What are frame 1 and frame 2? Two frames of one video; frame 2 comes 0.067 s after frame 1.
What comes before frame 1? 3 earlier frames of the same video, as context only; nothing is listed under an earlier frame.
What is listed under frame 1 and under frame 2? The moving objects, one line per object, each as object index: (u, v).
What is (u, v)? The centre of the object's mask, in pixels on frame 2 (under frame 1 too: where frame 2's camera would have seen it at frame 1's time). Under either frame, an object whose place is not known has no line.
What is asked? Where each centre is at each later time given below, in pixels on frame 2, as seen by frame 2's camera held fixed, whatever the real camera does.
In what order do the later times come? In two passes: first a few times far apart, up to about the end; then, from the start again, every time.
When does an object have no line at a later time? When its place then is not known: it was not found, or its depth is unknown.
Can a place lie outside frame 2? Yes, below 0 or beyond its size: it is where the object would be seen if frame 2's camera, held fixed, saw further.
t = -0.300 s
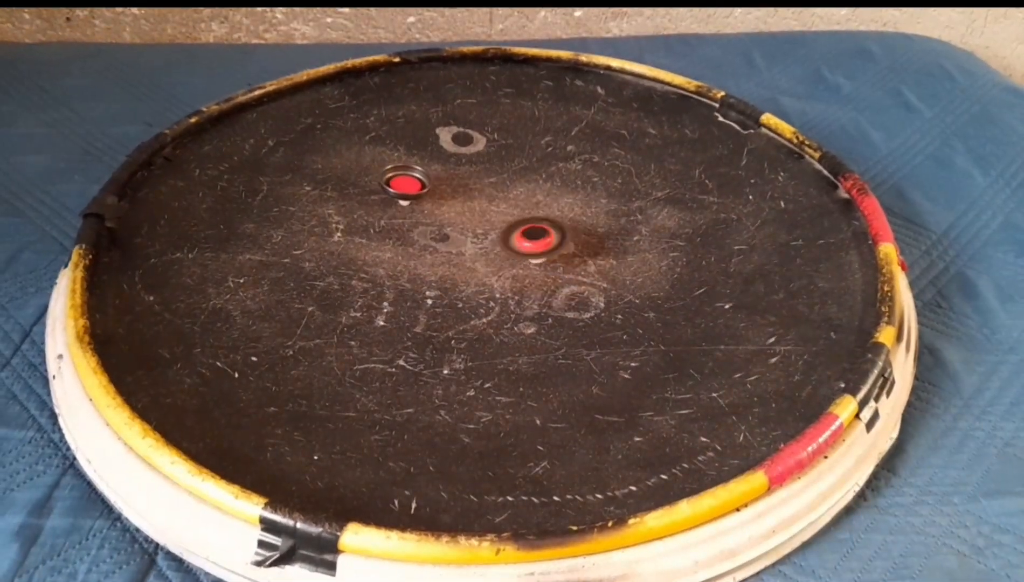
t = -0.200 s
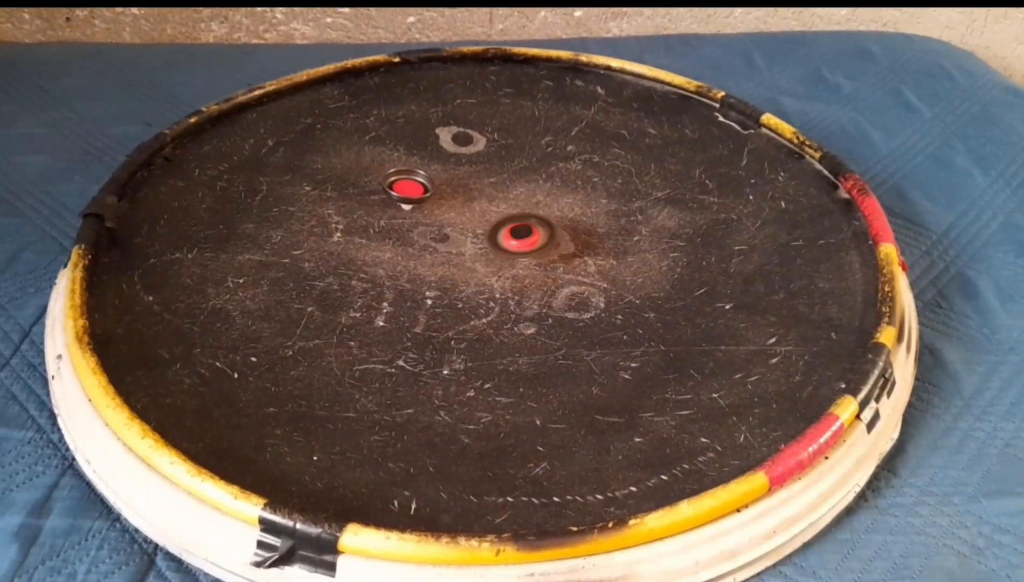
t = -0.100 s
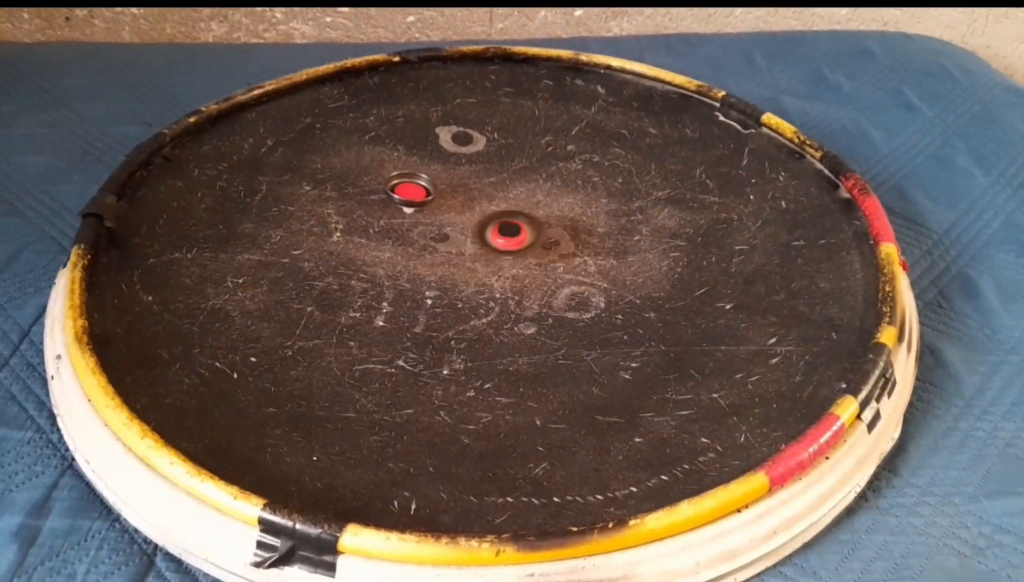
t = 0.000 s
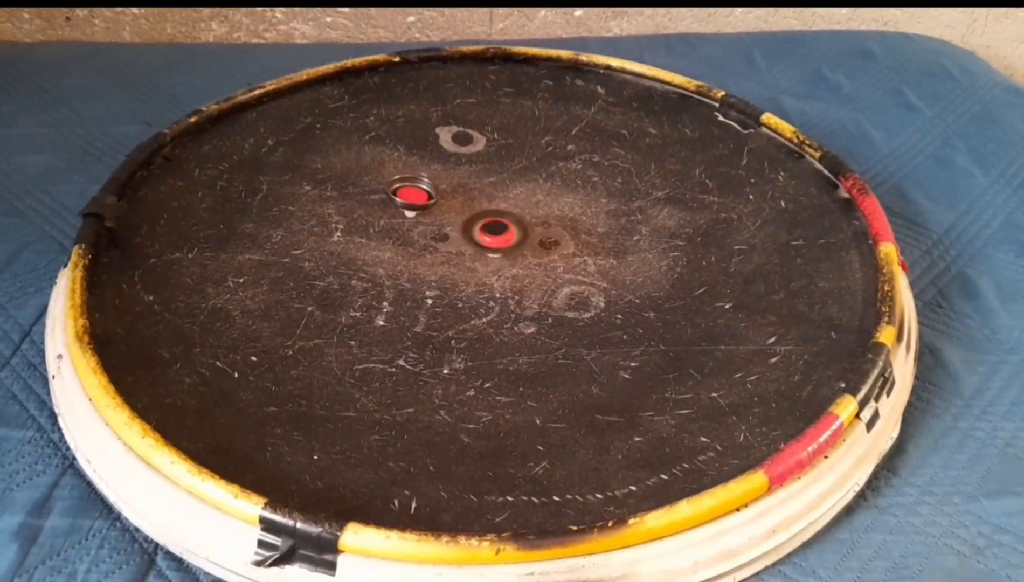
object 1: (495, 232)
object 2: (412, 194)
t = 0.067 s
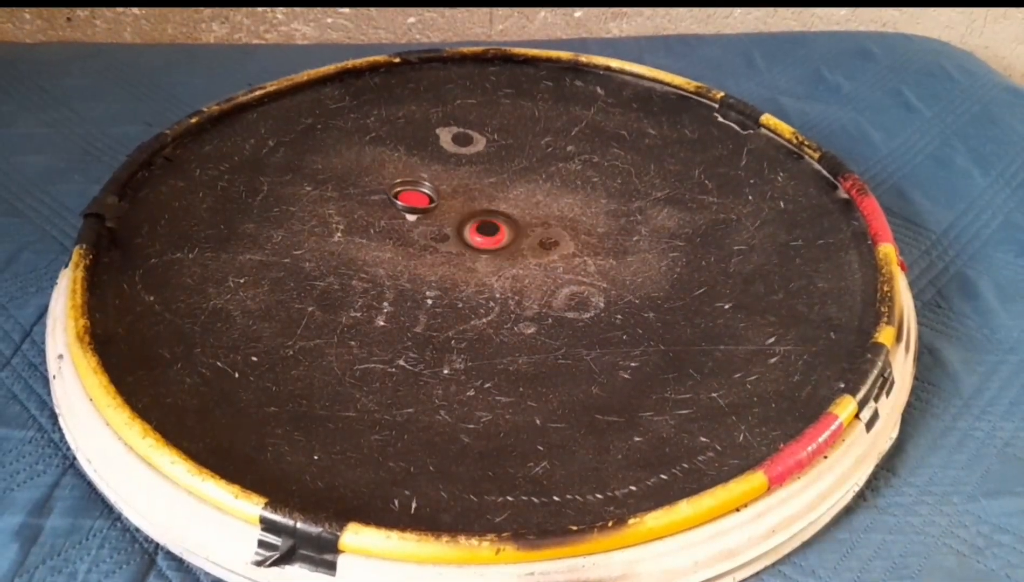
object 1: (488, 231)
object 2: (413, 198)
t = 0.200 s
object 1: (471, 233)
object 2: (415, 205)
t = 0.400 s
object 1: (473, 245)
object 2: (402, 209)
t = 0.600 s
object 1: (486, 256)
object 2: (406, 217)
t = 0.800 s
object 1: (506, 264)
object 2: (412, 229)
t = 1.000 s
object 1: (529, 267)
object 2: (433, 251)
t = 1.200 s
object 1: (548, 267)
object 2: (452, 275)
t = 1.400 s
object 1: (558, 261)
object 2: (471, 295)
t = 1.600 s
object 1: (558, 251)
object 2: (485, 312)
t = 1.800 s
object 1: (554, 242)
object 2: (498, 327)
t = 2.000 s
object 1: (540, 235)
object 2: (498, 330)
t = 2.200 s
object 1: (520, 231)
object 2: (505, 324)
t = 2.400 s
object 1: (498, 231)
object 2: (516, 317)
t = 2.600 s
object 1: (478, 237)
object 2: (526, 308)
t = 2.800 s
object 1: (465, 246)
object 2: (532, 297)
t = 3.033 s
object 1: (456, 254)
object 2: (539, 283)
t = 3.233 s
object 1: (467, 261)
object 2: (542, 266)
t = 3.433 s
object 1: (461, 269)
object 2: (576, 234)
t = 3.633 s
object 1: (464, 274)
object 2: (595, 218)
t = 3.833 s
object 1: (471, 275)
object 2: (610, 205)
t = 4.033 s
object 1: (490, 270)
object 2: (617, 201)
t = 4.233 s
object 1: (503, 263)
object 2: (607, 201)
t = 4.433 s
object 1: (508, 253)
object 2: (592, 202)
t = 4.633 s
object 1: (501, 242)
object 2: (573, 203)
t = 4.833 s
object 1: (488, 235)
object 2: (550, 204)
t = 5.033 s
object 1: (472, 235)
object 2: (530, 206)
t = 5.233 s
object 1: (454, 241)
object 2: (494, 203)
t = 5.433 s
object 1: (452, 250)
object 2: (484, 202)
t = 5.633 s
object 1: (468, 247)
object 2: (478, 205)
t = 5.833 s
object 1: (467, 245)
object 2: (473, 200)
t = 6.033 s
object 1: (459, 243)
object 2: (466, 203)
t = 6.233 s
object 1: (453, 246)
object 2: (466, 208)
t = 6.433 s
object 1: (467, 260)
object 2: (466, 210)
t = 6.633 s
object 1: (491, 257)
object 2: (459, 214)
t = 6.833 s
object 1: (549, 253)
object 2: (447, 213)
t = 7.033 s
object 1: (536, 265)
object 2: (449, 215)
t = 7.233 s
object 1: (517, 256)
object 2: (452, 220)
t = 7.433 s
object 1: (533, 252)
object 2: (461, 227)
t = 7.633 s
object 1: (541, 254)
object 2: (469, 235)
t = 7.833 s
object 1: (543, 254)
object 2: (476, 243)
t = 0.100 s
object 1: (482, 232)
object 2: (413, 199)
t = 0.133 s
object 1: (478, 232)
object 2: (414, 201)
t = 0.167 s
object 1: (474, 232)
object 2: (415, 203)
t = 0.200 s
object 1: (471, 233)
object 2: (415, 205)
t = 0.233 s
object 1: (467, 233)
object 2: (416, 206)
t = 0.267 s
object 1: (468, 236)
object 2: (411, 206)
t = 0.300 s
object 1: (470, 238)
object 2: (404, 205)
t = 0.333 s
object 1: (471, 240)
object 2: (402, 207)
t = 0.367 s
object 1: (472, 243)
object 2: (401, 208)
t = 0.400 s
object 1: (473, 245)
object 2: (402, 209)
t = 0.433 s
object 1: (475, 247)
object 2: (403, 211)
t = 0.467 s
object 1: (477, 249)
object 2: (403, 212)
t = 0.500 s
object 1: (479, 251)
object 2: (404, 213)
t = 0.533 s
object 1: (481, 253)
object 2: (405, 214)
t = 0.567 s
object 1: (482, 255)
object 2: (405, 216)
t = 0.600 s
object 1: (486, 256)
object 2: (406, 217)
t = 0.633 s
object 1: (488, 259)
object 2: (408, 218)
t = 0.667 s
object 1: (492, 260)
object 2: (408, 220)
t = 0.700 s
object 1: (496, 261)
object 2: (408, 221)
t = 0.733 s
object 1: (498, 262)
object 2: (409, 223)
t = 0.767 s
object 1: (502, 263)
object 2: (409, 225)
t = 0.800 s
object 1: (506, 264)
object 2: (412, 229)
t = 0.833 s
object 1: (512, 266)
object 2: (417, 233)
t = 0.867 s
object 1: (514, 265)
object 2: (420, 237)
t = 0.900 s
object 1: (520, 267)
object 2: (424, 242)
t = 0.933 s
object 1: (524, 267)
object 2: (427, 245)
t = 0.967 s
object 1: (527, 267)
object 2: (430, 248)
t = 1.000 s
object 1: (529, 267)
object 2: (433, 251)
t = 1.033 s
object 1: (536, 267)
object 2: (437, 257)
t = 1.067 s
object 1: (541, 267)
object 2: (440, 260)
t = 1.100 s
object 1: (542, 268)
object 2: (443, 264)
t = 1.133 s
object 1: (545, 267)
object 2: (446, 267)
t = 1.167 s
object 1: (548, 267)
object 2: (449, 271)
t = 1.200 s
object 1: (548, 267)
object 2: (452, 275)
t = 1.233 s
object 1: (552, 265)
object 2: (455, 278)
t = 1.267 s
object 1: (553, 265)
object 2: (459, 282)
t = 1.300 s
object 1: (553, 264)
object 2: (462, 286)
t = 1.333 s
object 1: (556, 263)
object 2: (465, 289)
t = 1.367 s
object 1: (558, 261)
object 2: (468, 293)
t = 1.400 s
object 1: (558, 261)
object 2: (471, 295)
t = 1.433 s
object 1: (558, 259)
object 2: (474, 299)
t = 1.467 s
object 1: (560, 256)
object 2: (476, 301)
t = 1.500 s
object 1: (560, 255)
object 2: (478, 304)
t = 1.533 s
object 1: (560, 254)
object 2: (480, 307)
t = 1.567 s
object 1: (559, 253)
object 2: (483, 310)
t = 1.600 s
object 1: (558, 251)
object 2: (485, 312)
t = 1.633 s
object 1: (559, 249)
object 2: (488, 316)
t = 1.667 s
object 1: (558, 248)
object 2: (491, 318)
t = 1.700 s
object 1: (558, 246)
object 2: (493, 321)
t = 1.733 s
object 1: (557, 244)
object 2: (496, 323)
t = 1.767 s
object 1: (555, 243)
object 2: (498, 326)
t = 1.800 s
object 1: (554, 242)
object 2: (498, 327)
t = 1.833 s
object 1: (551, 241)
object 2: (499, 329)
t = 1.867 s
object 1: (549, 240)
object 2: (499, 331)
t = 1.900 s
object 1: (547, 239)
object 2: (498, 331)
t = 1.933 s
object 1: (543, 237)
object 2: (498, 331)
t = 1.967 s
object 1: (541, 236)
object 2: (498, 331)
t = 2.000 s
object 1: (540, 235)
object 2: (498, 330)
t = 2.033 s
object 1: (535, 234)
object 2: (499, 329)
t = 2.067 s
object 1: (529, 233)
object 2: (500, 328)
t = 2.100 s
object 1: (533, 235)
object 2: (501, 327)
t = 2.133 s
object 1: (526, 232)
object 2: (502, 326)
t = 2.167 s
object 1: (521, 232)
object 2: (503, 325)
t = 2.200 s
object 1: (520, 231)
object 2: (505, 324)
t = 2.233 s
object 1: (516, 231)
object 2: (506, 323)
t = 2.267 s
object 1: (512, 231)
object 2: (508, 323)
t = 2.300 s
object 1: (509, 230)
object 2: (510, 321)
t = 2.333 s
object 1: (506, 232)
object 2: (512, 320)
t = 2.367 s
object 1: (500, 232)
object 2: (514, 319)
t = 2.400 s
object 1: (498, 231)
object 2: (516, 317)
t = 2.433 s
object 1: (495, 233)
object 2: (517, 316)
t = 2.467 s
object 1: (491, 234)
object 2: (519, 315)
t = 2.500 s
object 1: (488, 235)
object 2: (521, 313)
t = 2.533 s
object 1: (485, 236)
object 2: (522, 311)
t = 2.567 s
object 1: (481, 237)
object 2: (525, 310)
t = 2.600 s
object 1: (478, 237)
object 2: (526, 308)
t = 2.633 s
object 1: (474, 238)
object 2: (527, 307)
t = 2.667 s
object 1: (473, 241)
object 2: (529, 305)
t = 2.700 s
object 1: (471, 242)
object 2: (529, 303)
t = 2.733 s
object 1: (468, 243)
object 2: (530, 301)
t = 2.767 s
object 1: (466, 245)
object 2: (531, 299)
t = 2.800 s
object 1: (465, 246)
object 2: (532, 297)
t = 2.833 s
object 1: (463, 248)
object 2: (533, 295)
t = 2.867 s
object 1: (460, 248)
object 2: (534, 292)
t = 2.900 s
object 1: (460, 249)
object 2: (535, 290)
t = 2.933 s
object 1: (457, 251)
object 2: (536, 288)
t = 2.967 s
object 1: (458, 252)
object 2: (537, 286)
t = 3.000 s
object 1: (458, 253)
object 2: (538, 284)
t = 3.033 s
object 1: (456, 254)
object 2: (539, 283)
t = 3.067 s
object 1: (459, 256)
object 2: (540, 281)
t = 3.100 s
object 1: (459, 257)
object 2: (540, 279)
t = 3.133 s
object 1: (459, 257)
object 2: (542, 277)
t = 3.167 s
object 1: (463, 259)
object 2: (542, 274)
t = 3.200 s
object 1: (465, 260)
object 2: (542, 270)
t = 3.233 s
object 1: (467, 261)
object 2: (542, 266)
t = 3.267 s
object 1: (469, 263)
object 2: (542, 261)
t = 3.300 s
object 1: (466, 265)
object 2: (553, 256)
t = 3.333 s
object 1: (461, 265)
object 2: (562, 248)
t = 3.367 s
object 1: (460, 266)
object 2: (569, 242)
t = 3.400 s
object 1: (461, 268)
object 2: (572, 237)
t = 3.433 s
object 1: (461, 269)
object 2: (576, 234)
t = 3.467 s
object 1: (461, 270)
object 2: (578, 232)
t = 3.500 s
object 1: (462, 271)
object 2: (582, 229)
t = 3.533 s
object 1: (462, 272)
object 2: (585, 226)
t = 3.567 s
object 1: (462, 273)
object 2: (589, 224)
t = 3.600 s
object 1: (463, 274)
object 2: (592, 221)
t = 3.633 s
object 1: (464, 274)
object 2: (595, 218)
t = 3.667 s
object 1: (465, 274)
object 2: (598, 216)
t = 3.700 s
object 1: (465, 275)
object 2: (600, 213)
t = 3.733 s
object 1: (468, 275)
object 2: (603, 211)
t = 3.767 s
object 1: (468, 275)
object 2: (605, 209)
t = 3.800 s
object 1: (470, 275)
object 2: (607, 207)
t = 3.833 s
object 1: (471, 275)
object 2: (610, 205)
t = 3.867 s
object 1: (474, 274)
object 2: (612, 203)
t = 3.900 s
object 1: (476, 273)
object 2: (614, 202)
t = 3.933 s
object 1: (480, 272)
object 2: (615, 201)
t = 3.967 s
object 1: (483, 272)
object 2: (617, 201)
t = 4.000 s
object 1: (486, 270)
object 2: (617, 201)
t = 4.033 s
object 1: (490, 270)
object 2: (617, 201)
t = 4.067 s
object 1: (491, 269)
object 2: (616, 201)
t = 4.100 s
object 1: (495, 268)
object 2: (614, 201)
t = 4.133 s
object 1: (497, 266)
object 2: (613, 201)
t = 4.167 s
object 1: (500, 266)
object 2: (611, 201)
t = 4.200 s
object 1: (502, 265)
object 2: (609, 201)
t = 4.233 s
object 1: (503, 263)
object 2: (607, 201)
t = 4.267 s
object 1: (504, 261)
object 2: (604, 201)
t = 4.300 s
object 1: (506, 260)
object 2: (602, 201)
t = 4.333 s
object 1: (507, 259)
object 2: (599, 201)
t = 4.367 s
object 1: (508, 256)
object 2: (596, 201)
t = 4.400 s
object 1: (506, 255)
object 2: (594, 201)
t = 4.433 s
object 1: (508, 253)
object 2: (592, 202)
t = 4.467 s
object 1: (509, 251)
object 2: (589, 202)
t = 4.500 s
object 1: (507, 249)
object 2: (586, 202)
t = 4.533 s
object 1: (506, 247)
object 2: (583, 202)
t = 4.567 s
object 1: (505, 246)
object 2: (579, 202)
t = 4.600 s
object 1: (504, 244)
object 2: (576, 203)
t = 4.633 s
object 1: (501, 242)
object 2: (573, 203)
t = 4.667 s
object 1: (500, 241)
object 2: (568, 203)
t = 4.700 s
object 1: (499, 240)
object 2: (565, 203)
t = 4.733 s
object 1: (496, 237)
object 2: (561, 203)
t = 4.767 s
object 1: (493, 237)
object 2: (558, 204)
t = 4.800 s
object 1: (491, 237)
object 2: (554, 204)
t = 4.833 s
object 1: (488, 235)
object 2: (550, 204)
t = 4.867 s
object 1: (486, 234)
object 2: (547, 205)
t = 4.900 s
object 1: (483, 235)
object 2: (543, 205)
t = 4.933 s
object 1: (480, 235)
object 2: (540, 206)
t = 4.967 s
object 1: (477, 233)
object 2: (537, 206)
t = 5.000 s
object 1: (474, 234)
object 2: (534, 206)
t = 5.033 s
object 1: (472, 235)
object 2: (530, 206)
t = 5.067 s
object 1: (470, 236)
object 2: (525, 206)
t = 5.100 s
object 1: (466, 235)
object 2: (519, 207)
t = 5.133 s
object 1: (463, 236)
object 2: (512, 207)
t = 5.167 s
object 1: (462, 237)
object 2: (504, 208)
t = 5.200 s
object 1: (457, 238)
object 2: (499, 206)
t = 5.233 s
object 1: (454, 241)
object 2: (494, 203)
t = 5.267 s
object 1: (452, 242)
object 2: (490, 202)
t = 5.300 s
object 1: (452, 244)
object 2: (488, 201)
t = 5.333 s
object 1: (454, 246)
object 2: (487, 201)
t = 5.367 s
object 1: (453, 247)
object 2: (486, 202)
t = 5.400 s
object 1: (451, 247)
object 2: (485, 202)
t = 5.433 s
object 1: (452, 250)
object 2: (484, 202)
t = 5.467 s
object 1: (457, 248)
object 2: (483, 203)
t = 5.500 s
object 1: (460, 247)
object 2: (482, 203)
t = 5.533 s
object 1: (463, 248)
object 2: (481, 204)
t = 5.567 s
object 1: (465, 248)
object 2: (480, 204)
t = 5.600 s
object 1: (467, 248)
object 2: (479, 205)
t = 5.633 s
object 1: (468, 247)
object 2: (478, 205)
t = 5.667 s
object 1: (467, 247)
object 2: (477, 206)
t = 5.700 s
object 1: (466, 248)
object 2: (477, 205)
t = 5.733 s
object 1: (467, 248)
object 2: (475, 202)
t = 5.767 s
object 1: (466, 246)
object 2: (474, 201)
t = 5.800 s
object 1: (466, 245)
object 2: (474, 200)
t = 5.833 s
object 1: (467, 245)
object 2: (473, 200)
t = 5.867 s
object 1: (468, 244)
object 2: (472, 201)
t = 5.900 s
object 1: (468, 243)
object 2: (469, 201)
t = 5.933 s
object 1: (467, 241)
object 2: (468, 201)
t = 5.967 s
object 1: (465, 242)
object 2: (467, 201)
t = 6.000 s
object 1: (463, 243)
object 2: (467, 203)
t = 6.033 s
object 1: (459, 243)
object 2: (466, 203)
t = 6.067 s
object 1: (457, 242)
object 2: (466, 203)
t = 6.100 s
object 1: (455, 243)
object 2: (467, 204)
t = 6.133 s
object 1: (454, 245)
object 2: (467, 206)
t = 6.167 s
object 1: (454, 245)
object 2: (466, 207)
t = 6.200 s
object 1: (454, 247)
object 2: (466, 208)
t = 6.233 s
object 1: (453, 246)
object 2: (466, 208)
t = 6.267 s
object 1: (454, 249)
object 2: (465, 207)
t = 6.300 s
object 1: (458, 252)
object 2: (465, 208)
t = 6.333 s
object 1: (460, 255)
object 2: (466, 208)
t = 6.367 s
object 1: (463, 258)
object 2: (466, 209)
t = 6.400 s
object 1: (466, 259)
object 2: (466, 209)
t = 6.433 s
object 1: (467, 260)
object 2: (466, 210)
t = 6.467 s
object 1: (471, 260)
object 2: (467, 211)
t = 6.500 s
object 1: (473, 258)
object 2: (467, 212)
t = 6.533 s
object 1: (476, 256)
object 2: (467, 213)
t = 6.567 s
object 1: (476, 256)
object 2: (468, 214)
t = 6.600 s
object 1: (480, 253)
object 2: (468, 216)
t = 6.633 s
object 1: (491, 257)
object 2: (459, 214)
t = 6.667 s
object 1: (502, 256)
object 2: (452, 213)
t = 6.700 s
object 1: (515, 255)
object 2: (448, 213)
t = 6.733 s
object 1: (530, 255)
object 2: (447, 213)
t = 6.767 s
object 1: (539, 256)
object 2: (447, 213)
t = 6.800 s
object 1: (544, 253)
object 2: (447, 213)
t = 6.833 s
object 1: (549, 253)
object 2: (447, 213)
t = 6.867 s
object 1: (550, 256)
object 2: (447, 213)
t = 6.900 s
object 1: (555, 262)
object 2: (447, 214)
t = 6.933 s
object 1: (551, 264)
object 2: (448, 214)
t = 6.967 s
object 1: (546, 266)
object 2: (448, 214)
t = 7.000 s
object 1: (540, 267)
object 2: (449, 215)
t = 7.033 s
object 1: (536, 265)
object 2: (449, 215)
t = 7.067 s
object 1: (527, 266)
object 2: (449, 216)
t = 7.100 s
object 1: (524, 265)
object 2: (450, 217)
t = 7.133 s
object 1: (519, 262)
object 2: (450, 218)
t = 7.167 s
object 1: (519, 258)
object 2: (451, 218)
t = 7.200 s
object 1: (516, 257)
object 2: (451, 219)
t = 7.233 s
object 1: (517, 256)
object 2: (452, 220)
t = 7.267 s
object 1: (519, 257)
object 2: (453, 221)
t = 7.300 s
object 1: (523, 254)
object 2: (454, 222)
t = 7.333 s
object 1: (524, 255)
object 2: (456, 223)
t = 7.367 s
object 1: (528, 254)
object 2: (457, 225)
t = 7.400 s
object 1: (531, 252)
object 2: (459, 226)
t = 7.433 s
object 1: (533, 252)
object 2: (461, 227)
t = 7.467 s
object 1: (536, 252)
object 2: (462, 228)
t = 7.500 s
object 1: (538, 252)
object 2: (464, 230)
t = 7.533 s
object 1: (539, 252)
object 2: (465, 231)
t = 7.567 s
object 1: (540, 253)
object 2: (466, 232)
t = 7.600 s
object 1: (540, 253)
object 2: (467, 233)
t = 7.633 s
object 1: (541, 254)
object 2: (469, 235)
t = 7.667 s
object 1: (542, 254)
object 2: (470, 236)
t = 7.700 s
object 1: (543, 254)
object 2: (471, 238)
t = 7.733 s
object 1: (543, 254)
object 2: (472, 239)
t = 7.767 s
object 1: (543, 254)
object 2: (474, 240)
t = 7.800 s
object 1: (543, 254)
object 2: (475, 242)
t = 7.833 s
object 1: (543, 254)
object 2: (476, 243)
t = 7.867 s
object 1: (543, 255)
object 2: (478, 244)
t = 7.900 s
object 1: (543, 255)
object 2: (480, 245)
